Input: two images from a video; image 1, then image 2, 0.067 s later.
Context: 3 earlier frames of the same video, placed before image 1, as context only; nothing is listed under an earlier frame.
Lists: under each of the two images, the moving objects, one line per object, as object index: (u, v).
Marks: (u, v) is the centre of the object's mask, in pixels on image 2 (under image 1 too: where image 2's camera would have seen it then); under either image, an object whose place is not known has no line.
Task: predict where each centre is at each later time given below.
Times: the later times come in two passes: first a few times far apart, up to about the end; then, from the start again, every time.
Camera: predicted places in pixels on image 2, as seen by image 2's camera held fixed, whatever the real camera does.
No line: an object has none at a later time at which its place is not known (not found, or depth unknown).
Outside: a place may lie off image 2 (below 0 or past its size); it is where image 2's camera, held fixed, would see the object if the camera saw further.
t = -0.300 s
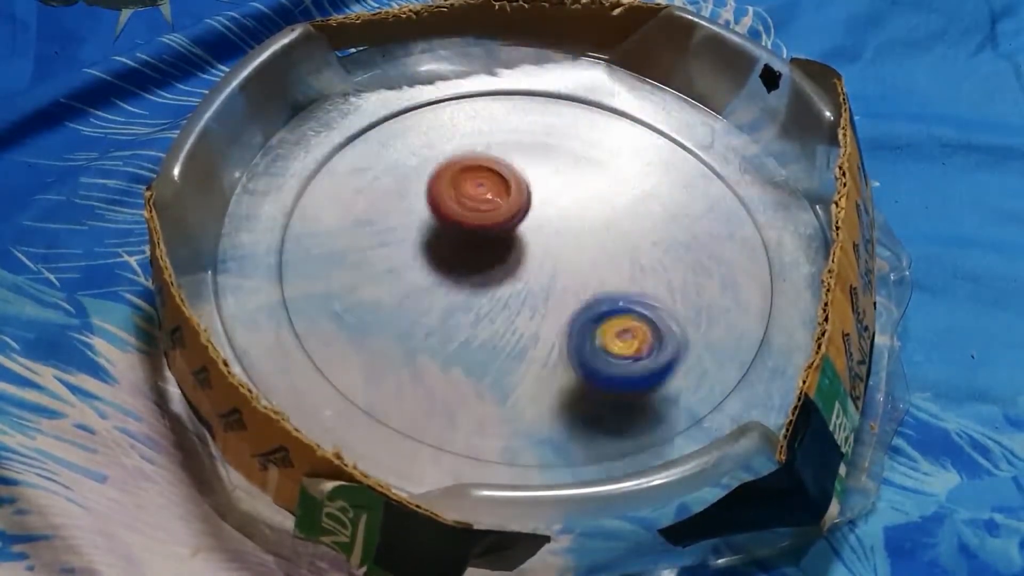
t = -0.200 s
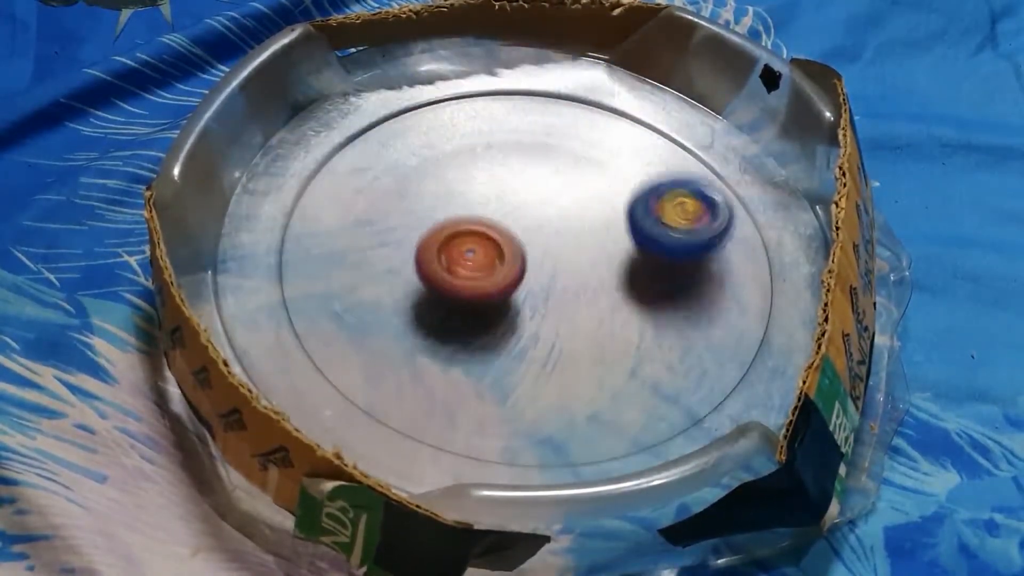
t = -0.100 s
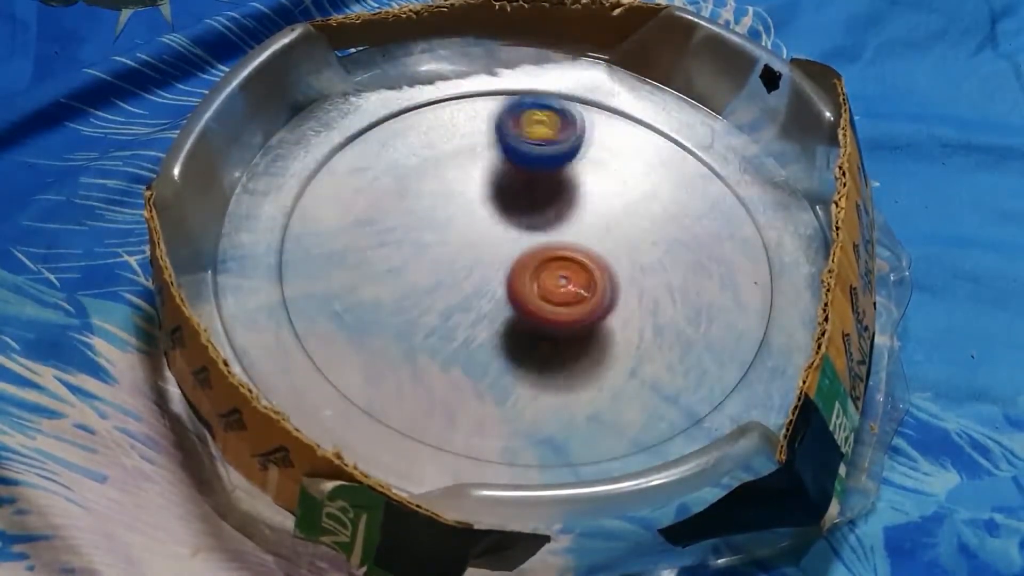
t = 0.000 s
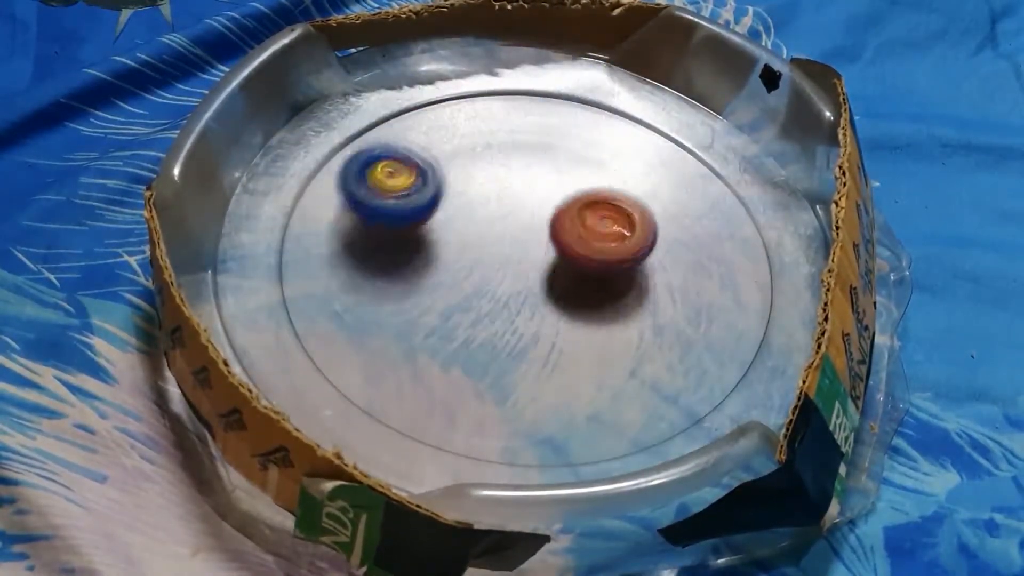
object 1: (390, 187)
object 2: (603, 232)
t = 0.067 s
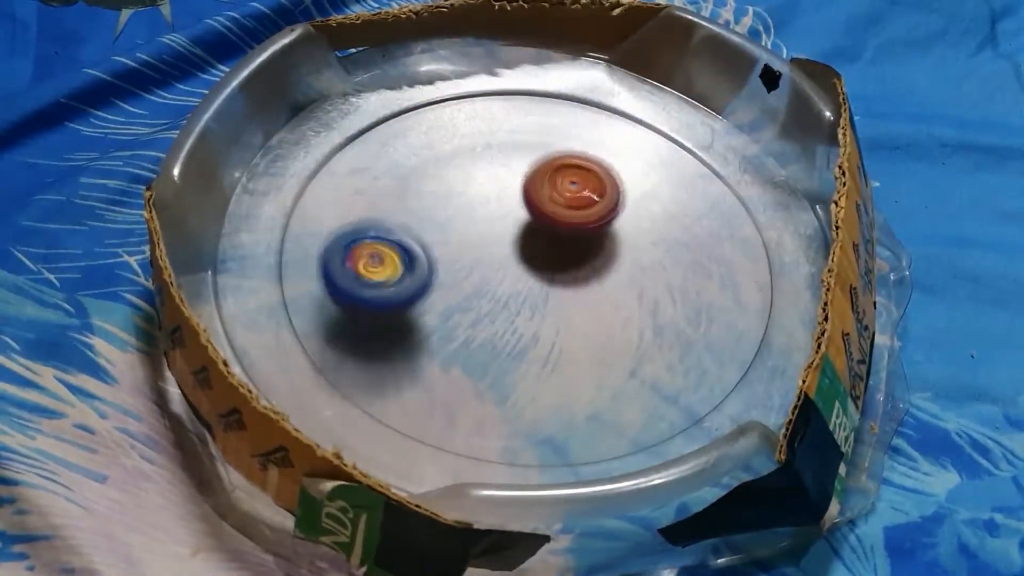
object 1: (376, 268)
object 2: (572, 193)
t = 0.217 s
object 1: (619, 310)
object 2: (456, 217)
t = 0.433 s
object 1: (456, 122)
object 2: (584, 270)
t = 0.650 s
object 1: (551, 332)
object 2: (488, 183)
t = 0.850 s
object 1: (603, 137)
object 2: (517, 286)
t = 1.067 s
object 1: (412, 286)
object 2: (570, 194)
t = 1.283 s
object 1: (639, 215)
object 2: (467, 246)
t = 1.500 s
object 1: (394, 199)
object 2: (584, 247)
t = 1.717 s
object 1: (630, 285)
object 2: (484, 203)
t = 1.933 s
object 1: (499, 145)
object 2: (538, 276)
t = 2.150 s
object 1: (495, 328)
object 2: (544, 196)
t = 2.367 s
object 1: (609, 186)
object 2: (483, 256)
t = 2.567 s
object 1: (404, 200)
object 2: (579, 246)
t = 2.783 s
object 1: (609, 293)
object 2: (494, 200)
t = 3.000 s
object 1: (530, 148)
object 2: (521, 276)
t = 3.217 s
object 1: (453, 300)
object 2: (567, 208)
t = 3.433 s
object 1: (624, 226)
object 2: (475, 226)
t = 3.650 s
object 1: (433, 177)
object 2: (555, 271)
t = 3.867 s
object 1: (569, 304)
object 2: (542, 202)
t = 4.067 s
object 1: (581, 171)
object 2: (478, 233)
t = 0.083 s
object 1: (389, 290)
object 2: (558, 188)
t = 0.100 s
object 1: (409, 310)
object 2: (543, 184)
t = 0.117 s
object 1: (435, 326)
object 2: (528, 182)
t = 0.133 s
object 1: (464, 337)
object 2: (513, 183)
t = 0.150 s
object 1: (496, 344)
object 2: (498, 184)
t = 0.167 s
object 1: (530, 345)
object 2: (484, 189)
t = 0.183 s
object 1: (562, 340)
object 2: (472, 197)
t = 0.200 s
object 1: (593, 329)
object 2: (463, 206)
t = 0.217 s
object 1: (619, 310)
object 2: (456, 217)
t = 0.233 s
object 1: (638, 287)
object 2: (453, 229)
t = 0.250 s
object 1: (648, 263)
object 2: (453, 240)
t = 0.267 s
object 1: (652, 241)
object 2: (457, 251)
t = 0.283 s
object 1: (649, 218)
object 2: (463, 263)
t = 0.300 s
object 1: (639, 193)
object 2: (474, 273)
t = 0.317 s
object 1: (625, 172)
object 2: (486, 281)
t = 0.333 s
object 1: (606, 152)
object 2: (500, 287)
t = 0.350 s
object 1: (583, 136)
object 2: (516, 291)
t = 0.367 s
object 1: (559, 125)
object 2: (532, 293)
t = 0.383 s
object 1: (533, 119)
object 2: (548, 291)
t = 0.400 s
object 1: (506, 116)
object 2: (563, 286)
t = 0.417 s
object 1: (481, 117)
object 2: (575, 279)
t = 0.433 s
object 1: (456, 122)
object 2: (584, 270)
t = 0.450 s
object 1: (434, 131)
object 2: (591, 260)
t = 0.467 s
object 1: (414, 144)
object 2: (595, 248)
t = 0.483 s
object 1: (398, 161)
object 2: (595, 237)
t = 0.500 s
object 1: (386, 179)
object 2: (592, 225)
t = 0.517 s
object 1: (380, 203)
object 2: (586, 214)
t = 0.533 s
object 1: (381, 225)
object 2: (579, 204)
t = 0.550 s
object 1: (389, 249)
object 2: (569, 195)
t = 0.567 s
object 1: (404, 272)
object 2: (557, 188)
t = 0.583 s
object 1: (426, 293)
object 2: (545, 182)
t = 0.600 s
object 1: (452, 311)
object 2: (531, 179)
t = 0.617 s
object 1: (483, 324)
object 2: (516, 178)
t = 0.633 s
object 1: (516, 331)
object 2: (502, 179)
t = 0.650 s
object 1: (551, 332)
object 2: (488, 183)
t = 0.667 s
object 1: (584, 328)
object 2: (476, 189)
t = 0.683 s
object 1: (615, 317)
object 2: (467, 197)
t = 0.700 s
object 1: (639, 304)
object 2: (459, 206)
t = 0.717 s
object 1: (657, 287)
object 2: (455, 216)
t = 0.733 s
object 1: (669, 265)
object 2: (454, 227)
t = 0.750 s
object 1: (677, 245)
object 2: (455, 238)
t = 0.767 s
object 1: (679, 224)
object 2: (459, 249)
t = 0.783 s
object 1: (674, 201)
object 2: (466, 259)
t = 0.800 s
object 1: (663, 182)
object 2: (476, 269)
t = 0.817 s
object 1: (648, 165)
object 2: (488, 277)
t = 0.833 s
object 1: (628, 149)
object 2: (502, 283)
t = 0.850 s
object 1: (603, 137)
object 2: (517, 286)
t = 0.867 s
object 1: (577, 129)
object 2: (532, 288)
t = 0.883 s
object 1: (550, 127)
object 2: (547, 286)
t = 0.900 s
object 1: (523, 128)
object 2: (561, 281)
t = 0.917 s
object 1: (497, 133)
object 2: (573, 275)
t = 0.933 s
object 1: (471, 141)
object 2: (583, 267)
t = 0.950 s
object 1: (449, 153)
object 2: (590, 258)
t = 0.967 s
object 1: (429, 166)
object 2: (594, 248)
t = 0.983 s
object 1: (413, 184)
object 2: (596, 238)
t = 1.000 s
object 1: (401, 203)
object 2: (595, 229)
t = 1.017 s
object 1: (396, 223)
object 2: (592, 218)
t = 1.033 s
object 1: (395, 246)
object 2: (586, 209)
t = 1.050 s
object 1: (401, 266)
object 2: (579, 201)
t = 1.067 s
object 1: (412, 286)
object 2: (570, 194)
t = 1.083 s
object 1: (429, 305)
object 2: (559, 189)
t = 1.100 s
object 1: (450, 321)
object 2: (547, 185)
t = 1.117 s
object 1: (476, 333)
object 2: (535, 183)
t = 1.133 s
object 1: (504, 340)
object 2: (522, 185)
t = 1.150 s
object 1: (534, 341)
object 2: (510, 186)
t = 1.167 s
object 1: (564, 339)
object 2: (499, 191)
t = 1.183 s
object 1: (590, 329)
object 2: (490, 196)
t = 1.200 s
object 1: (615, 315)
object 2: (481, 201)
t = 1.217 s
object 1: (631, 298)
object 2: (473, 209)
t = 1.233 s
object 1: (642, 278)
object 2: (468, 217)
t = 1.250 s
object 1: (647, 257)
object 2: (465, 227)
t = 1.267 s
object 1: (645, 235)
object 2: (465, 236)
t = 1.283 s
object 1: (639, 215)
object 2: (467, 246)
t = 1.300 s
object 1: (627, 196)
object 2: (473, 257)
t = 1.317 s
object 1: (610, 179)
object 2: (480, 265)
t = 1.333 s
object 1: (592, 164)
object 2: (490, 273)
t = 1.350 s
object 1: (569, 153)
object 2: (502, 279)
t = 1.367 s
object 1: (546, 145)
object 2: (515, 283)
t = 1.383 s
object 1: (521, 141)
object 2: (527, 283)
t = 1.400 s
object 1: (497, 139)
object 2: (539, 283)
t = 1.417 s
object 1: (473, 141)
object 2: (550, 278)
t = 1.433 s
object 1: (451, 147)
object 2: (559, 275)
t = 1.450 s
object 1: (436, 154)
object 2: (567, 271)
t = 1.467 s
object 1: (415, 168)
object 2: (575, 264)
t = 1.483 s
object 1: (402, 182)
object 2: (580, 257)
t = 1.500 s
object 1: (394, 199)
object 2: (584, 247)
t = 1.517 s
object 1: (391, 217)
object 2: (585, 238)
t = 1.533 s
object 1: (393, 238)
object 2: (583, 229)
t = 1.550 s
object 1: (401, 257)
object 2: (578, 221)
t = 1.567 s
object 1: (414, 275)
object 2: (571, 213)
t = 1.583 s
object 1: (434, 293)
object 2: (562, 204)
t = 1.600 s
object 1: (459, 308)
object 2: (552, 200)
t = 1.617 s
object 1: (484, 317)
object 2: (543, 197)
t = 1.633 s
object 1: (512, 322)
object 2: (533, 196)
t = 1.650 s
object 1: (541, 322)
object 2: (522, 194)
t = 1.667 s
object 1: (569, 319)
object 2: (513, 194)
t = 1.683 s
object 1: (593, 311)
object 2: (503, 195)
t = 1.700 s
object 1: (614, 299)
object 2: (493, 198)
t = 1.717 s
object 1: (630, 285)
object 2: (484, 203)
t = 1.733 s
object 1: (642, 270)
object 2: (477, 209)
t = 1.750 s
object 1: (650, 254)
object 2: (472, 215)
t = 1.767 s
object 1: (653, 236)
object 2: (468, 224)
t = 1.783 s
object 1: (653, 218)
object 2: (468, 231)
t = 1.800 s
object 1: (648, 201)
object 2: (469, 238)
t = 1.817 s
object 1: (639, 184)
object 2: (471, 246)
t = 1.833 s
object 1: (625, 169)
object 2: (476, 256)
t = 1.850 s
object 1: (608, 157)
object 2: (485, 264)
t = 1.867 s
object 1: (588, 148)
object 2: (495, 270)
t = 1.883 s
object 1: (566, 142)
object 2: (506, 275)
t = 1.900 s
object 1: (543, 139)
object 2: (517, 277)
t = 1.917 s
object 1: (522, 139)
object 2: (528, 276)
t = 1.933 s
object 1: (499, 145)
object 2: (538, 276)
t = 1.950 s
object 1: (478, 151)
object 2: (549, 274)
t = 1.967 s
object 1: (459, 161)
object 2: (560, 270)
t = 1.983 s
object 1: (442, 173)
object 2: (569, 264)
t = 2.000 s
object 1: (429, 187)
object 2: (576, 257)
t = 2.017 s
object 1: (419, 205)
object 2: (581, 247)
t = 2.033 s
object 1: (415, 222)
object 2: (581, 239)
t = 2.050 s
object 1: (414, 239)
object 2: (581, 233)
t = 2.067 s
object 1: (418, 257)
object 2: (580, 224)
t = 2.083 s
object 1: (426, 277)
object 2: (577, 216)
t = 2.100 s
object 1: (437, 291)
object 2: (571, 209)
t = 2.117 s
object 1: (453, 306)
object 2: (563, 202)
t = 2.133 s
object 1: (472, 317)
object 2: (554, 197)
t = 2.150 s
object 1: (495, 328)
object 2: (544, 196)
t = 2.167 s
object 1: (518, 333)
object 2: (535, 193)
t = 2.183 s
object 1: (542, 334)
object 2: (526, 192)
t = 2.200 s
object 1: (566, 330)
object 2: (514, 192)
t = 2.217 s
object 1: (586, 326)
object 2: (504, 195)
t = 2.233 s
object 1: (606, 315)
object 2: (496, 199)
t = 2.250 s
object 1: (621, 302)
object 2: (488, 205)
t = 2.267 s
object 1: (633, 287)
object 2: (484, 210)
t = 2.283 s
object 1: (639, 269)
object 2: (478, 216)
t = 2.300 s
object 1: (641, 251)
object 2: (475, 225)
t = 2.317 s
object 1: (639, 235)
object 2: (473, 233)
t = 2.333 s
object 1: (632, 218)
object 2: (475, 241)
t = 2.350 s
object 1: (623, 202)
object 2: (479, 248)
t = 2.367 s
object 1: (609, 186)
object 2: (483, 256)
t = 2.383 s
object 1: (592, 173)
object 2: (489, 264)
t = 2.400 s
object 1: (574, 163)
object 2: (499, 270)
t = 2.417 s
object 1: (554, 156)
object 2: (509, 275)
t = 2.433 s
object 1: (534, 150)
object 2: (519, 277)
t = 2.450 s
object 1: (514, 147)
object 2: (527, 277)
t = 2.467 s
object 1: (492, 147)
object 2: (538, 279)
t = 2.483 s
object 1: (472, 150)
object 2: (549, 276)
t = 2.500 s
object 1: (453, 155)
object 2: (558, 271)
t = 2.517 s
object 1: (437, 162)
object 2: (566, 266)
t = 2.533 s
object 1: (424, 172)
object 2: (570, 261)
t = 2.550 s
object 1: (412, 185)
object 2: (576, 255)
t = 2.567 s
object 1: (404, 200)
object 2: (579, 246)
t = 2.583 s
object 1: (400, 215)
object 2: (580, 239)
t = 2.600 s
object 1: (403, 233)
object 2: (578, 231)
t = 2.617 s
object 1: (408, 249)
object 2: (575, 227)
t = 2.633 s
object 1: (420, 266)
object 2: (571, 218)
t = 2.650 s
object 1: (433, 282)
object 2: (565, 211)
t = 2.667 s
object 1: (451, 294)
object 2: (556, 205)
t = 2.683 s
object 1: (476, 308)
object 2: (549, 202)
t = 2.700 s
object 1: (498, 311)
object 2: (541, 199)
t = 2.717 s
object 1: (521, 313)
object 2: (531, 195)
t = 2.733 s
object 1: (546, 314)
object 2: (519, 194)
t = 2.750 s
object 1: (568, 310)
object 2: (511, 195)
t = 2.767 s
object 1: (591, 303)
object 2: (502, 199)
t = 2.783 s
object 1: (609, 293)
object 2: (494, 200)
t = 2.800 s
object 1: (622, 282)
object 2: (484, 205)
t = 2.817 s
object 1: (635, 267)
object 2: (479, 210)
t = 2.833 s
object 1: (642, 253)
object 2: (476, 217)
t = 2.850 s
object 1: (646, 236)
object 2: (472, 222)
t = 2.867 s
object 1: (645, 220)
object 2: (469, 230)
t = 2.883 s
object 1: (641, 206)
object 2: (470, 239)
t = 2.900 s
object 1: (634, 191)
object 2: (474, 245)
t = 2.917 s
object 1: (621, 177)
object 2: (477, 252)
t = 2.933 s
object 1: (607, 166)
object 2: (483, 261)
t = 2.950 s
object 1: (589, 158)
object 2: (492, 267)
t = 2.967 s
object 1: (571, 152)
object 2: (502, 270)
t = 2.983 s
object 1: (553, 148)
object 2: (509, 273)
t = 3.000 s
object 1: (530, 148)
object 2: (521, 276)
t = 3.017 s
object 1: (510, 150)
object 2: (532, 275)
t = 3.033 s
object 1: (492, 155)
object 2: (542, 273)
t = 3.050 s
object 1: (476, 161)
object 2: (550, 273)
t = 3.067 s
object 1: (457, 171)
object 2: (561, 269)
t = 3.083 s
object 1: (443, 182)
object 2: (568, 263)
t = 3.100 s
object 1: (433, 195)
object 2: (573, 256)
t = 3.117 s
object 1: (426, 210)
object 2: (579, 251)
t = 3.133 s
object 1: (421, 225)
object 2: (582, 242)
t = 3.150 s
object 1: (420, 241)
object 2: (582, 234)
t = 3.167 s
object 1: (424, 258)
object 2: (580, 230)
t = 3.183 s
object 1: (431, 272)
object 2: (579, 221)
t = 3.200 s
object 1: (440, 286)
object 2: (574, 214)
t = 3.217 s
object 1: (453, 300)
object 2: (567, 208)
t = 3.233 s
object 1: (472, 312)
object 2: (561, 203)
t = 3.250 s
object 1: (491, 319)
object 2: (554, 198)
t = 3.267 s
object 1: (510, 323)
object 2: (544, 195)
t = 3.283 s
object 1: (532, 325)
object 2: (536, 195)
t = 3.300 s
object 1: (555, 322)
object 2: (528, 193)
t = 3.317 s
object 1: (573, 317)
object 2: (516, 193)
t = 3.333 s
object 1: (590, 311)
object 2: (508, 195)
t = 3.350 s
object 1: (606, 298)
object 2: (501, 197)
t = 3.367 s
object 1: (616, 285)
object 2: (492, 201)
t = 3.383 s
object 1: (623, 271)
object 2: (486, 208)
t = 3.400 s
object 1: (627, 257)
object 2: (482, 212)
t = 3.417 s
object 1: (628, 241)
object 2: (477, 218)
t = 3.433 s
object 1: (624, 226)
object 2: (475, 226)
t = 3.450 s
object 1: (616, 211)
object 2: (475, 232)
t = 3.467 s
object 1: (606, 197)
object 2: (474, 239)
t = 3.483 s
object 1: (594, 183)
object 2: (478, 247)
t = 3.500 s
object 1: (579, 172)
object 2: (483, 253)
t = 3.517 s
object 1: (563, 164)
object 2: (487, 260)
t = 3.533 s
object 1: (546, 157)
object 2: (495, 266)
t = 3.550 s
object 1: (526, 152)
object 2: (503, 269)
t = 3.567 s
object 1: (507, 151)
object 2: (509, 272)
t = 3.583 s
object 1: (489, 151)
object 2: (521, 275)
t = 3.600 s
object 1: (474, 153)
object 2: (530, 276)
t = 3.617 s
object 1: (458, 159)
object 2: (536, 276)
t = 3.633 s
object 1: (443, 168)
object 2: (547, 275)
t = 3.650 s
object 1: (433, 177)
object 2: (555, 271)
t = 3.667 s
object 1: (423, 190)
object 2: (560, 268)
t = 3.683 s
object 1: (417, 205)
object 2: (567, 262)
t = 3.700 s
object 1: (417, 220)
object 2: (572, 256)
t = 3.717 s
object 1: (421, 236)
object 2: (573, 251)
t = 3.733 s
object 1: (427, 251)
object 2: (577, 243)
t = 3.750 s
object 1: (439, 266)
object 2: (576, 236)
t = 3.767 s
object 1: (451, 278)
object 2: (574, 232)
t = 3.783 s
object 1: (467, 289)
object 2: (572, 224)
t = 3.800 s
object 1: (486, 299)
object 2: (567, 217)
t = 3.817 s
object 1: (506, 303)
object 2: (563, 213)
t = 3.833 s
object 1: (526, 307)
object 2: (557, 208)
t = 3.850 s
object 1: (548, 308)
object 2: (548, 204)
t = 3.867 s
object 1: (569, 304)
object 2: (542, 202)
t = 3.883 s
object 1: (588, 298)
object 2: (534, 199)
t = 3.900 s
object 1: (605, 292)
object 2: (526, 198)
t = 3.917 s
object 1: (619, 282)
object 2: (519, 199)
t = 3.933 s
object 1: (629, 269)
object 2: (509, 199)
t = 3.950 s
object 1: (635, 257)
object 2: (503, 202)
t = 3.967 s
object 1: (639, 242)
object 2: (497, 203)
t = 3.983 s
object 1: (638, 227)
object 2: (491, 207)
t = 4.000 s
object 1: (633, 215)
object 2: (488, 212)
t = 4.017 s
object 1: (626, 201)
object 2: (482, 216)
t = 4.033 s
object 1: (612, 188)
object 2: (481, 222)
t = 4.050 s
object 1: (598, 179)
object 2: (480, 226)
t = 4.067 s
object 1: (581, 171)
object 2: (478, 233)
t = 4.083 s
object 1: (563, 164)
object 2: (481, 239)
